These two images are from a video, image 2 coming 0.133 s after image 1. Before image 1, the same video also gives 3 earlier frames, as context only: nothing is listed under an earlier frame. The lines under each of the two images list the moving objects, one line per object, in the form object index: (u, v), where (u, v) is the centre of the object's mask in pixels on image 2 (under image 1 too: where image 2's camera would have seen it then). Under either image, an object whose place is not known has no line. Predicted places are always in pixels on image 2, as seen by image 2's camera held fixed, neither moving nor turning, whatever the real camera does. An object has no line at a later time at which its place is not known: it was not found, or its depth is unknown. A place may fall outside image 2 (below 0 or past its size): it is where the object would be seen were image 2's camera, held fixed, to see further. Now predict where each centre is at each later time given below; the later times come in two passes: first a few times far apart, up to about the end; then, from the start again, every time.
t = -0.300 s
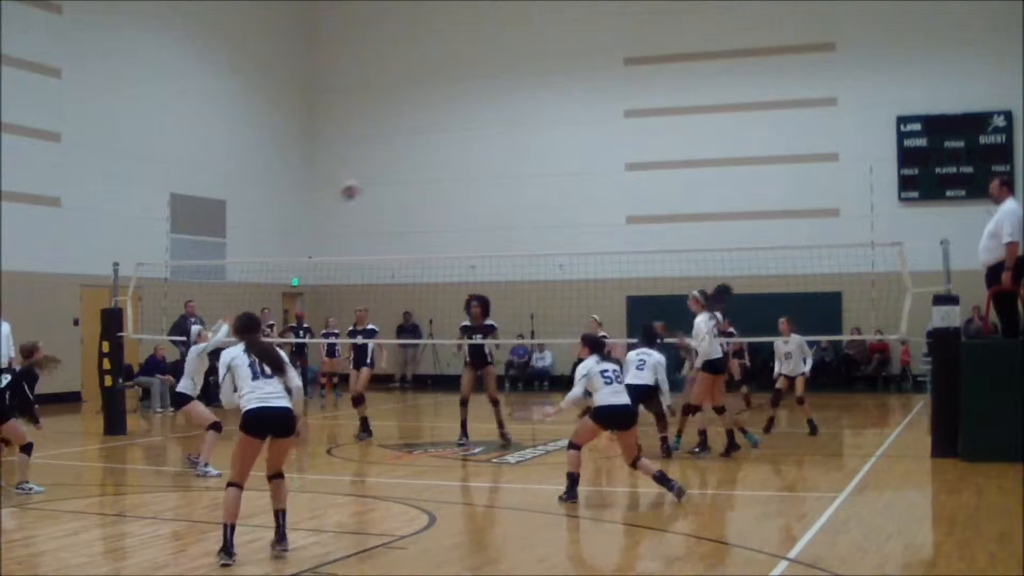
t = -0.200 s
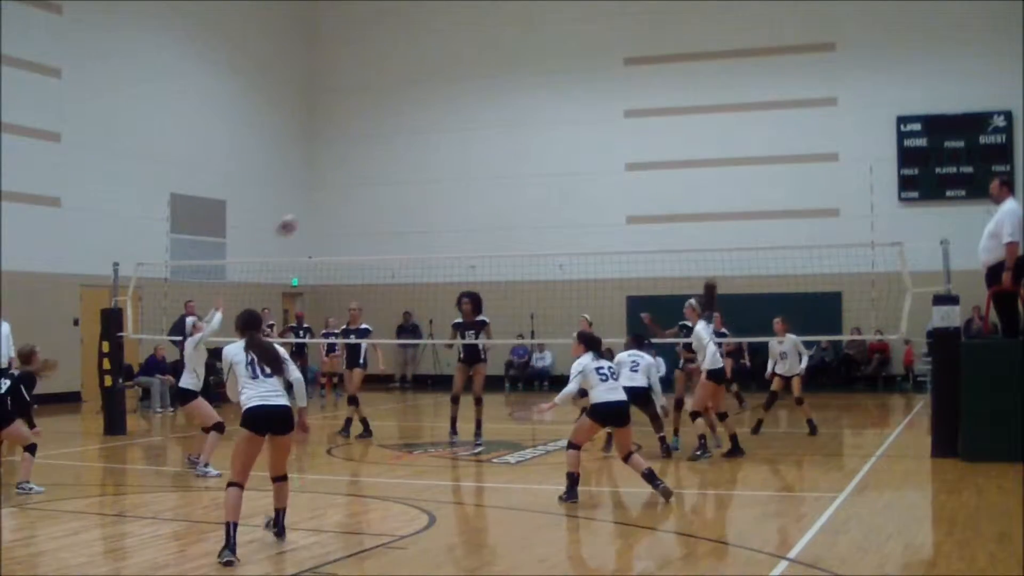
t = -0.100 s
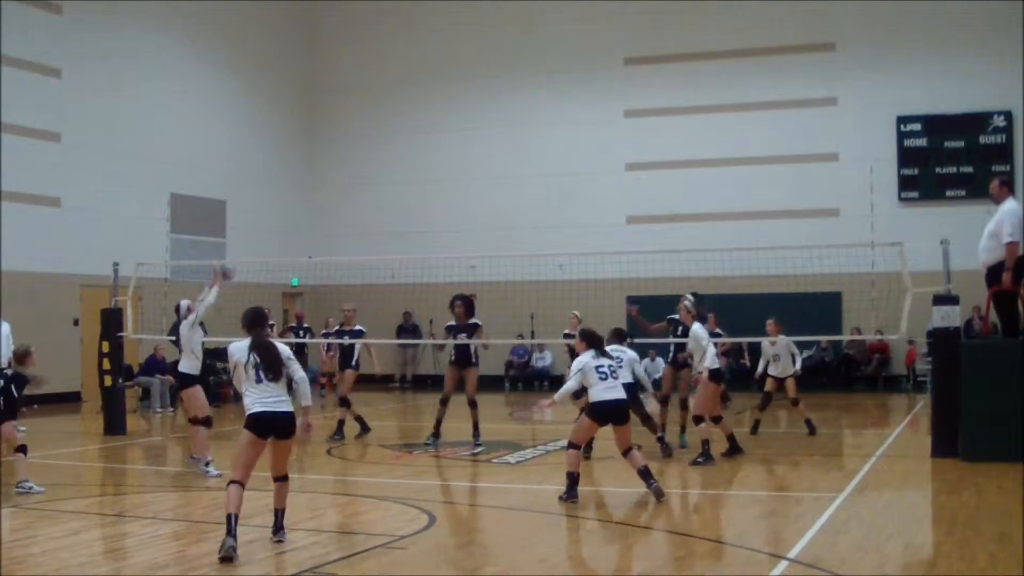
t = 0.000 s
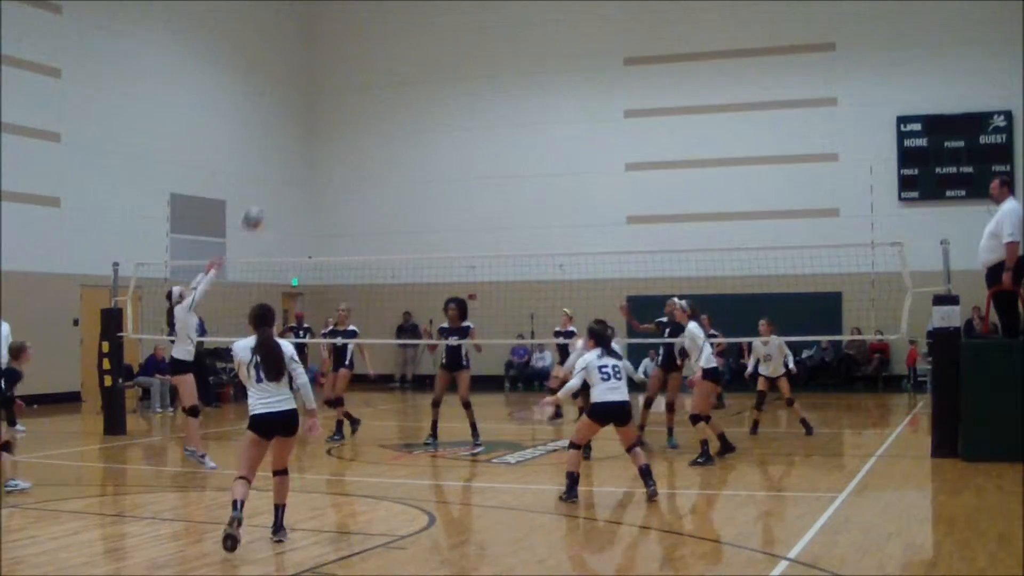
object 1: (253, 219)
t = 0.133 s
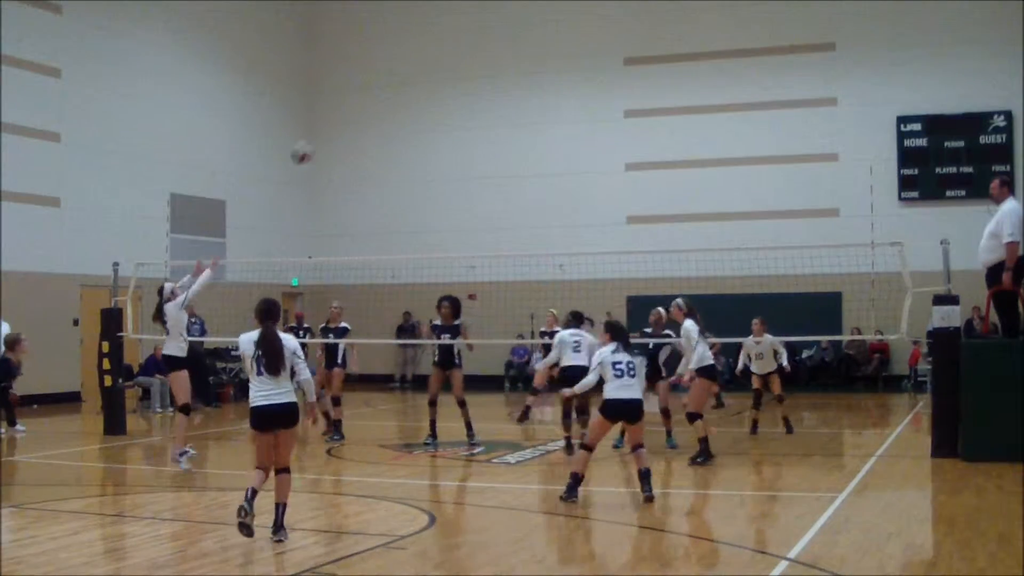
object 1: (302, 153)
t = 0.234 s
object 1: (339, 116)
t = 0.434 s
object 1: (409, 73)
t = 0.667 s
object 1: (489, 74)
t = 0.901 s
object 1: (567, 125)
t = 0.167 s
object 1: (315, 140)
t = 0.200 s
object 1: (326, 128)
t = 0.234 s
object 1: (339, 116)
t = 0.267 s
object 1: (352, 107)
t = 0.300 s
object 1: (364, 98)
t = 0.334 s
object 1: (376, 90)
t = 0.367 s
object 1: (387, 84)
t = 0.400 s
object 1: (398, 78)
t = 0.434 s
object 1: (409, 73)
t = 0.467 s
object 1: (421, 70)
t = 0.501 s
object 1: (433, 68)
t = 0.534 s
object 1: (444, 66)
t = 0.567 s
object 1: (455, 66)
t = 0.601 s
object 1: (466, 68)
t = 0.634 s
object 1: (479, 70)
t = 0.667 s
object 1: (489, 74)
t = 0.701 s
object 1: (500, 78)
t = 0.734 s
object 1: (512, 83)
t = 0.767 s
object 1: (523, 88)
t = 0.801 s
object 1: (534, 96)
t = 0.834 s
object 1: (546, 105)
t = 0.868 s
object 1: (557, 114)
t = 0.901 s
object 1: (567, 125)
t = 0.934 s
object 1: (579, 136)
